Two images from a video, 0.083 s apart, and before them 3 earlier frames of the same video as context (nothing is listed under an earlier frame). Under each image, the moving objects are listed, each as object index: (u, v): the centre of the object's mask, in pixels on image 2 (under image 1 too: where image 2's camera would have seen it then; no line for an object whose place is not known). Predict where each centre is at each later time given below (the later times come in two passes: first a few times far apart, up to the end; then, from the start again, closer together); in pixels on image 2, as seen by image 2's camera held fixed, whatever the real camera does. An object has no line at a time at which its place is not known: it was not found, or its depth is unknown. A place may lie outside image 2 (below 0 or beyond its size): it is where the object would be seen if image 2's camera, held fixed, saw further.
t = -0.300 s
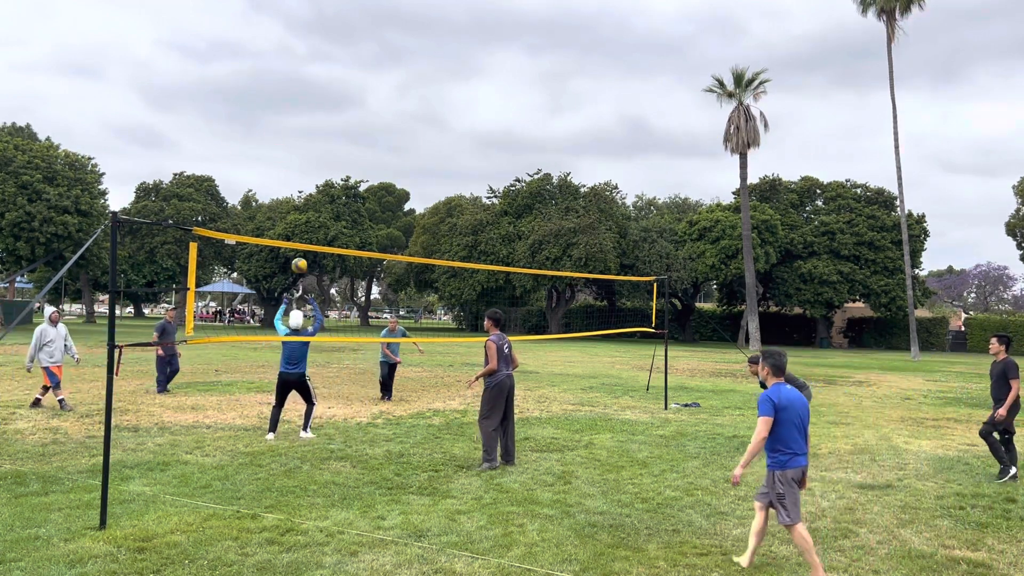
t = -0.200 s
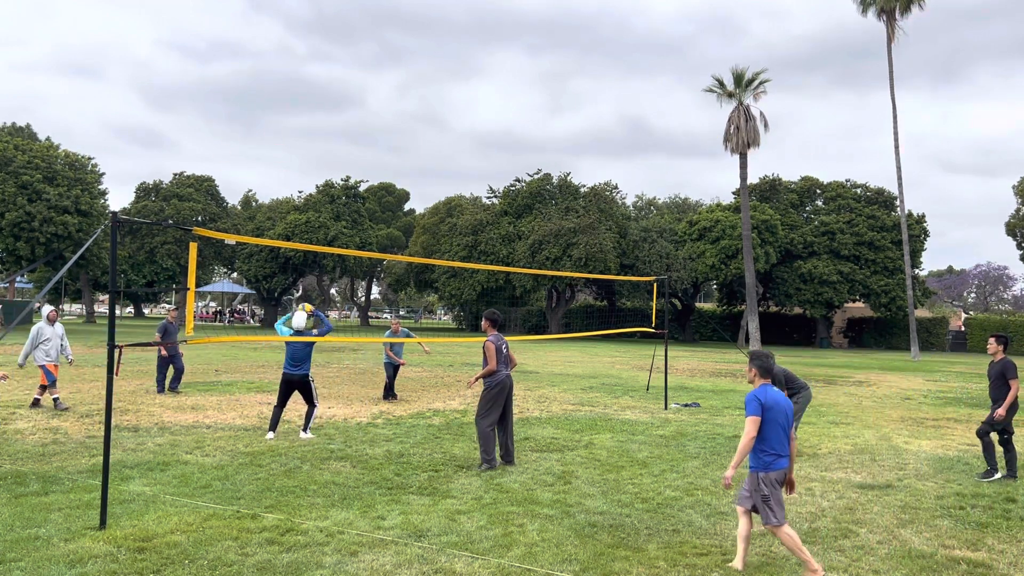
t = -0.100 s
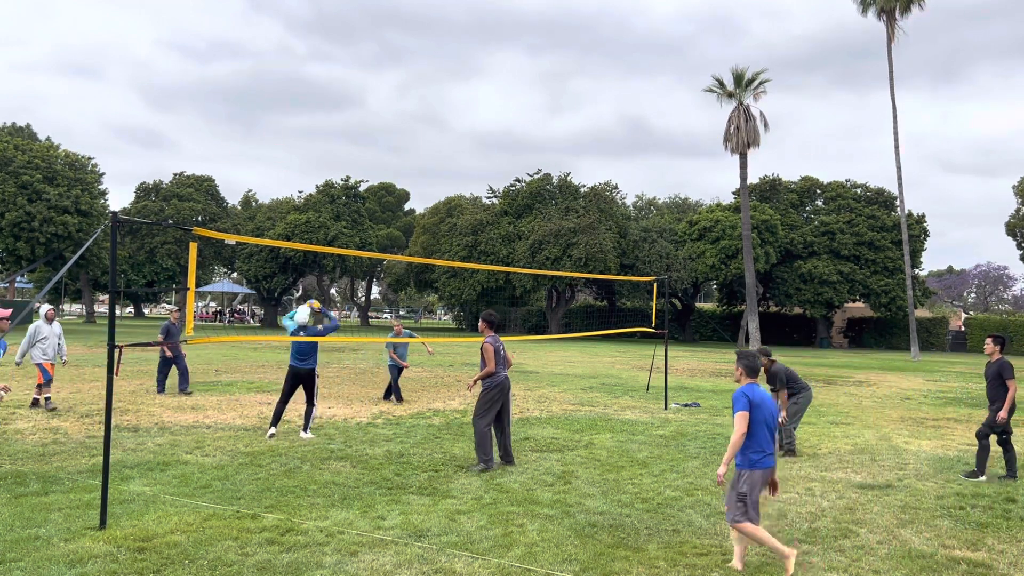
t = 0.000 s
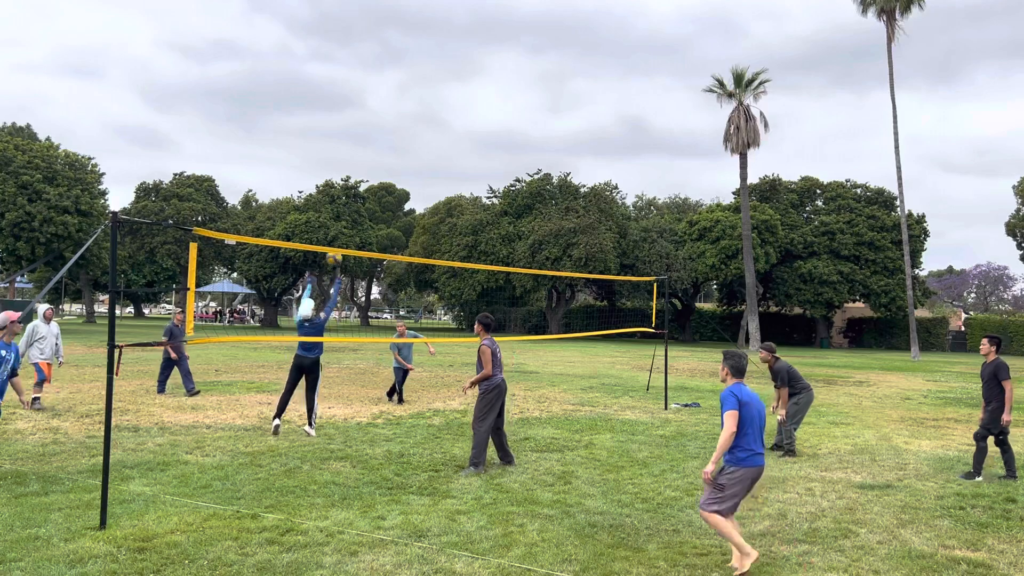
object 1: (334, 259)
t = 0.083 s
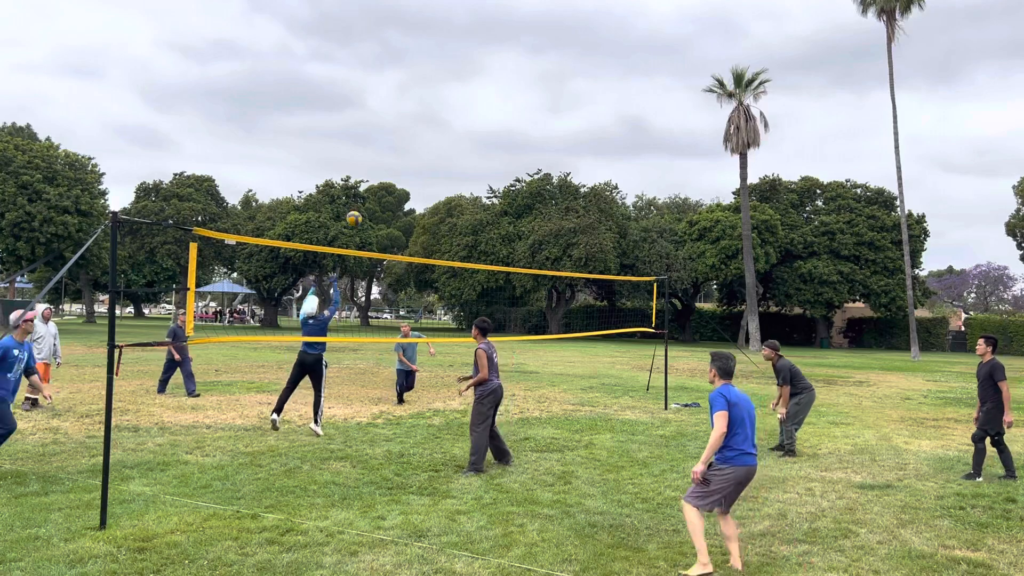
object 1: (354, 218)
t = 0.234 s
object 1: (387, 165)
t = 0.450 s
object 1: (431, 117)
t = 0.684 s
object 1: (471, 104)
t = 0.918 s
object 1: (507, 125)
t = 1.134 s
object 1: (535, 172)
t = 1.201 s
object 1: (543, 191)
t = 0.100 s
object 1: (357, 212)
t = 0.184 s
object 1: (376, 180)
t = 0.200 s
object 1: (380, 175)
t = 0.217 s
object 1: (383, 170)
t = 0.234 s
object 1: (387, 165)
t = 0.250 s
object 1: (390, 160)
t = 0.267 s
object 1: (394, 155)
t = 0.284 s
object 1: (398, 150)
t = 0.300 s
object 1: (401, 146)
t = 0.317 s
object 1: (404, 142)
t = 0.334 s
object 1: (408, 138)
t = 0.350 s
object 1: (411, 135)
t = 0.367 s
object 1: (414, 131)
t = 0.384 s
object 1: (418, 128)
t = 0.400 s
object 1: (421, 125)
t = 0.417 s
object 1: (424, 122)
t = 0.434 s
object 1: (427, 120)
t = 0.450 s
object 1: (431, 117)
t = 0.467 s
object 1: (434, 115)
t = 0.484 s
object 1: (437, 113)
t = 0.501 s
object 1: (440, 112)
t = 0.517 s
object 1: (443, 110)
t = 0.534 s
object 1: (446, 109)
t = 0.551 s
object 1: (449, 107)
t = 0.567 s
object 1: (451, 106)
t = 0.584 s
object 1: (454, 105)
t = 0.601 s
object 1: (457, 105)
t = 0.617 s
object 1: (460, 104)
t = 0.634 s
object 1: (463, 104)
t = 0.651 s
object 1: (466, 104)
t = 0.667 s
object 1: (468, 104)
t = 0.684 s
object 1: (471, 104)
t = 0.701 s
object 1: (474, 104)
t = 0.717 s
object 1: (476, 105)
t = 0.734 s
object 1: (479, 106)
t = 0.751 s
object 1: (482, 107)
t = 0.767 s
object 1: (484, 108)
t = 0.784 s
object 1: (487, 109)
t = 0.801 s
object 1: (490, 110)
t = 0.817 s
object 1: (492, 112)
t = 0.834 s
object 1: (495, 114)
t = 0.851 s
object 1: (497, 116)
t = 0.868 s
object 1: (500, 118)
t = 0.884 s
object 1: (502, 120)
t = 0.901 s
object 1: (505, 122)
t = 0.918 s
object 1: (507, 125)
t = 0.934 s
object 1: (509, 128)
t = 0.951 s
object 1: (512, 131)
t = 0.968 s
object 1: (514, 134)
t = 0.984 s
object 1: (516, 137)
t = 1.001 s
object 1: (519, 140)
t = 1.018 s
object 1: (521, 144)
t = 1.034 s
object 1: (523, 147)
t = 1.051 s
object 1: (525, 151)
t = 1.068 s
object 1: (527, 155)
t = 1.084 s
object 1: (529, 160)
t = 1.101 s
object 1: (531, 164)
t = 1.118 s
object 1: (534, 168)
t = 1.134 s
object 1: (535, 172)
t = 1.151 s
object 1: (537, 177)
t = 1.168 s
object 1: (539, 182)
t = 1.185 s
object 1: (541, 186)
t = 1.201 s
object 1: (543, 191)
